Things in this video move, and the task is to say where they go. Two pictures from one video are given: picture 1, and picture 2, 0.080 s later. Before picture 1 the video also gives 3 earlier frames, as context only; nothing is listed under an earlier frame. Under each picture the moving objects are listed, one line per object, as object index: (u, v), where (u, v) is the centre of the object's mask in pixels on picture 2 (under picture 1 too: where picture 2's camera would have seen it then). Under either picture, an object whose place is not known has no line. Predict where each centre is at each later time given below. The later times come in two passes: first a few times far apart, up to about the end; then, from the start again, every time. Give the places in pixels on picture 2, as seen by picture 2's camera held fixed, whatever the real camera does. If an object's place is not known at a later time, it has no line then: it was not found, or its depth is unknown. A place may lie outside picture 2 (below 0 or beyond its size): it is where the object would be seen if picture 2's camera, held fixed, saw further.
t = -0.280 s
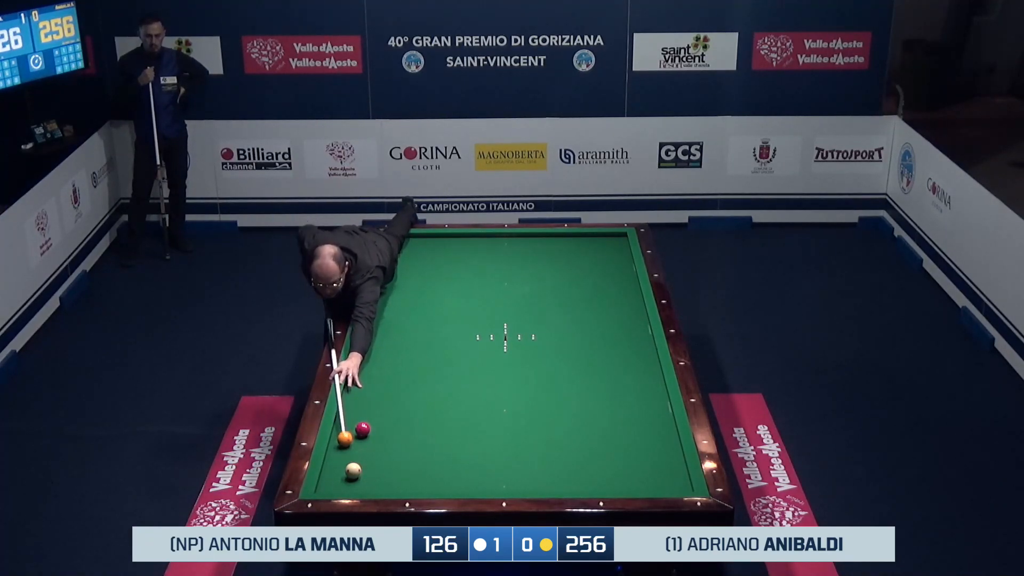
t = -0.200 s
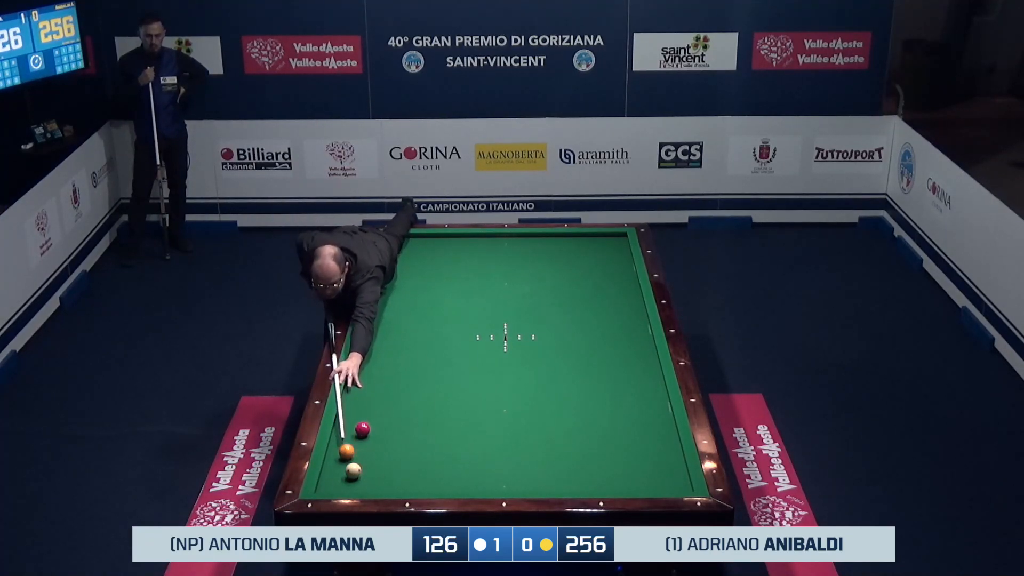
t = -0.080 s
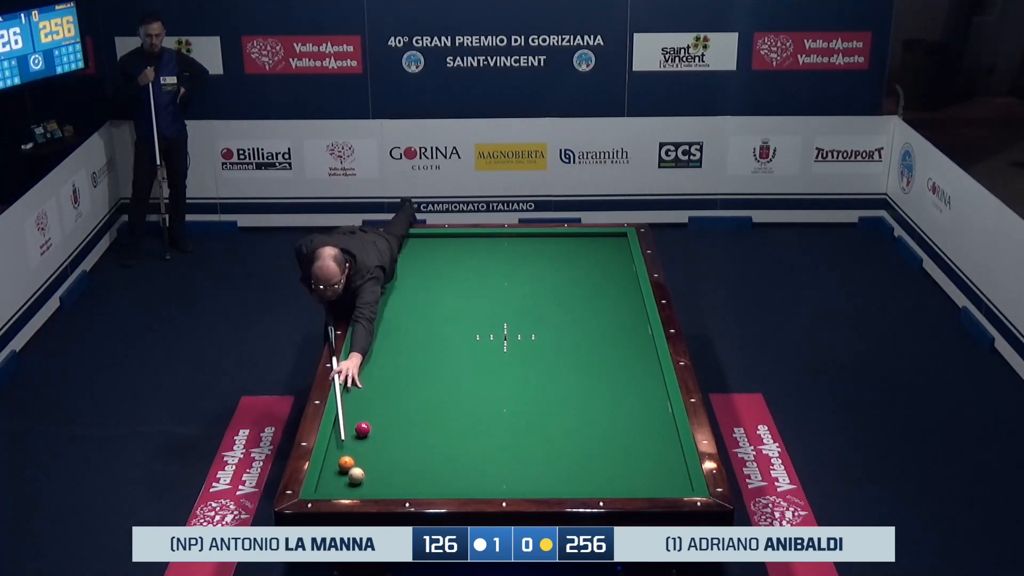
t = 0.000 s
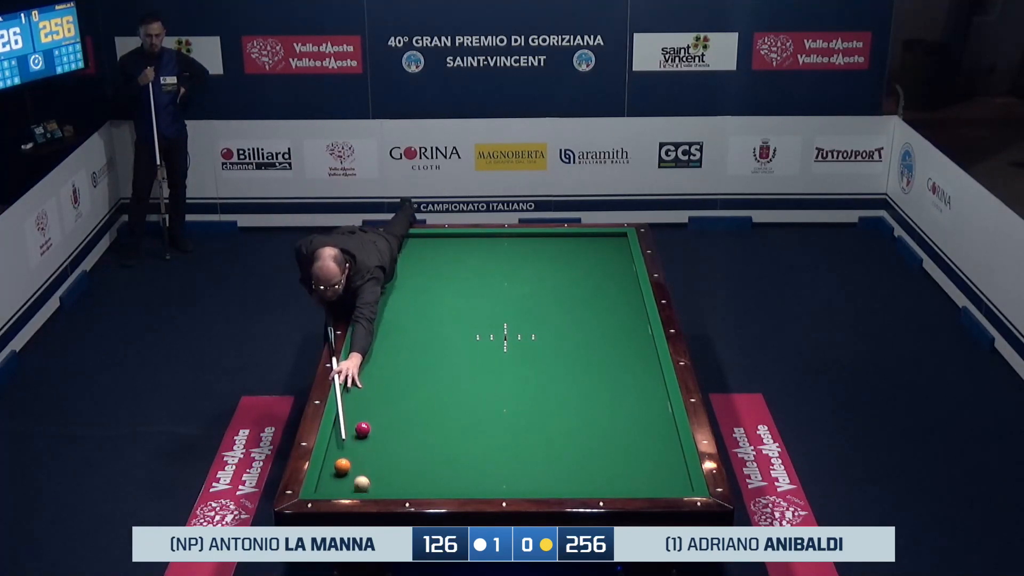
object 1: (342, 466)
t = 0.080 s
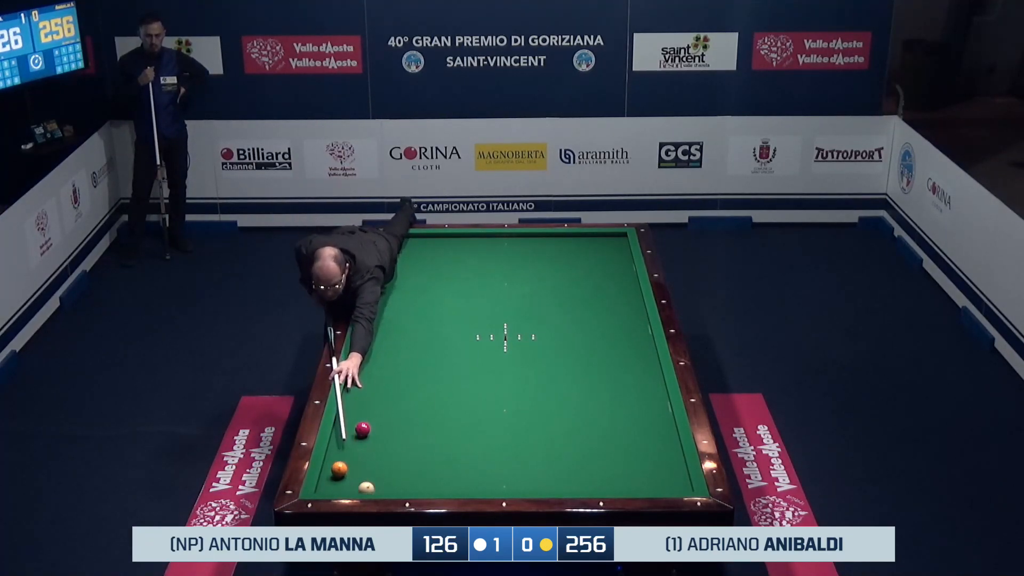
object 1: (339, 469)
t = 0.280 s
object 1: (331, 477)
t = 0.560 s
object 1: (326, 486)
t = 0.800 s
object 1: (328, 486)
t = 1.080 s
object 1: (332, 483)
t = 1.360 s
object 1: (336, 478)
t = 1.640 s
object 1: (339, 475)
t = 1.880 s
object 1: (342, 472)
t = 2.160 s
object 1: (344, 469)
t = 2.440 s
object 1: (346, 466)
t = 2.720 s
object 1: (348, 464)
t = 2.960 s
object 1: (349, 463)
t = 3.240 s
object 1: (350, 461)
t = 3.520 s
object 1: (350, 460)
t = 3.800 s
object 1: (350, 460)
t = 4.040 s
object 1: (350, 460)
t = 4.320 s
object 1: (350, 460)
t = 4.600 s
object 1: (350, 460)
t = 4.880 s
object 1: (350, 460)
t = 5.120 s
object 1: (350, 460)
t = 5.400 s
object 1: (350, 460)
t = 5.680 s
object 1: (350, 460)
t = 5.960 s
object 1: (350, 460)
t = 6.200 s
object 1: (350, 460)
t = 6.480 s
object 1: (350, 460)
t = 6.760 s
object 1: (350, 460)
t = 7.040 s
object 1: (350, 460)
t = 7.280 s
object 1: (350, 460)
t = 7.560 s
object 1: (350, 460)
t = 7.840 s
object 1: (350, 460)
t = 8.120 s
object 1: (350, 460)
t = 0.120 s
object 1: (337, 470)
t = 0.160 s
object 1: (336, 473)
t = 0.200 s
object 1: (334, 473)
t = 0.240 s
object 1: (332, 475)
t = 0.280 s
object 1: (331, 477)
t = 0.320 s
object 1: (329, 479)
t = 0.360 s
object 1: (328, 480)
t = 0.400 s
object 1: (326, 482)
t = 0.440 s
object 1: (325, 483)
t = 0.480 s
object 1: (325, 484)
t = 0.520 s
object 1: (325, 485)
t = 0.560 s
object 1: (326, 486)
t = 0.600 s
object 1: (326, 486)
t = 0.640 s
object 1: (327, 487)
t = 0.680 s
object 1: (327, 488)
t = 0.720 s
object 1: (328, 487)
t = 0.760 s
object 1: (328, 486)
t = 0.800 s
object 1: (328, 486)
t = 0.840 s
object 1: (329, 485)
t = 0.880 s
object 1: (330, 485)
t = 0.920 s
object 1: (330, 485)
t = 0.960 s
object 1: (331, 484)
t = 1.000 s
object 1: (331, 484)
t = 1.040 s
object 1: (332, 483)
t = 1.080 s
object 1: (332, 483)
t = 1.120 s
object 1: (333, 482)
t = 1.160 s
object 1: (334, 482)
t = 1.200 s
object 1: (334, 481)
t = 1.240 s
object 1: (335, 480)
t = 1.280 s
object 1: (335, 479)
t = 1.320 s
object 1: (336, 479)
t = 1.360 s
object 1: (336, 478)
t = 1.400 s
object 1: (337, 478)
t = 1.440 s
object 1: (337, 477)
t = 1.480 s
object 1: (338, 476)
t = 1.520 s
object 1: (338, 476)
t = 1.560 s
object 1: (338, 476)
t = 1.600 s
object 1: (339, 475)
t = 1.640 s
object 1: (339, 475)
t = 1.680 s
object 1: (340, 474)
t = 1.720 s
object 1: (340, 474)
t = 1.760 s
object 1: (341, 473)
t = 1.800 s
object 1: (341, 473)
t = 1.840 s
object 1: (341, 473)
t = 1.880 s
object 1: (342, 472)
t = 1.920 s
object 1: (342, 471)
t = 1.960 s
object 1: (342, 471)
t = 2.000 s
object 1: (343, 471)
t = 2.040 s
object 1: (343, 470)
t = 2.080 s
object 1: (343, 470)
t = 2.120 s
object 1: (344, 469)
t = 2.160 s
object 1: (344, 469)
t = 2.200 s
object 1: (344, 468)
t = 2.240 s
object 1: (345, 468)
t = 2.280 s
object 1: (345, 467)
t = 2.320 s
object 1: (345, 467)
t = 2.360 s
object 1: (346, 467)
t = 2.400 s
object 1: (346, 466)
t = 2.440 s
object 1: (346, 466)
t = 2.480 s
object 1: (346, 466)
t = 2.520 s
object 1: (347, 466)
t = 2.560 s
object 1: (347, 465)
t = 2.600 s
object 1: (347, 465)
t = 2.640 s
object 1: (347, 465)
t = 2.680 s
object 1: (348, 464)
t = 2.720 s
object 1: (348, 464)
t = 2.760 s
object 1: (348, 464)
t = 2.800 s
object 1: (348, 464)
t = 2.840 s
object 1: (348, 463)
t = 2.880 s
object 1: (349, 463)
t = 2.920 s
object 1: (349, 463)
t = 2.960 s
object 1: (349, 463)
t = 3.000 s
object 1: (349, 462)
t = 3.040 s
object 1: (349, 462)
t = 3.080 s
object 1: (349, 462)
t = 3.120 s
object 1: (349, 462)
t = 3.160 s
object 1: (349, 462)
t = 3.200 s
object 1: (349, 461)
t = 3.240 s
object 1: (350, 461)
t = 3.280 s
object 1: (350, 461)
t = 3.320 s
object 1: (350, 461)
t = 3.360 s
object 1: (350, 461)
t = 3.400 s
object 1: (350, 461)
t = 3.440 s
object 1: (350, 460)
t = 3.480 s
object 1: (350, 460)
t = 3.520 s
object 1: (350, 460)
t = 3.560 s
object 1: (350, 460)
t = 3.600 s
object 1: (350, 460)
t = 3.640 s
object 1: (350, 460)
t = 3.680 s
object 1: (350, 460)
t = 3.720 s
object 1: (350, 460)
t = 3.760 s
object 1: (350, 460)
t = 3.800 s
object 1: (350, 460)
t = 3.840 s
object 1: (350, 460)
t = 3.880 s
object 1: (350, 460)
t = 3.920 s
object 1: (350, 460)
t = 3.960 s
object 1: (350, 460)
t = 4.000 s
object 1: (350, 460)
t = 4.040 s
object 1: (350, 460)
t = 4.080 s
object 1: (350, 460)
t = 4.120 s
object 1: (350, 460)
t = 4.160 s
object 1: (350, 460)
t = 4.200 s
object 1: (350, 460)
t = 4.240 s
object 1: (350, 460)
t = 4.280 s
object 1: (350, 460)
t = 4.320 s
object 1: (350, 460)
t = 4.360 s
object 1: (350, 460)
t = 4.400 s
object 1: (350, 460)
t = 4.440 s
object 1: (350, 460)
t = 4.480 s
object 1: (350, 460)
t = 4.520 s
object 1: (350, 460)
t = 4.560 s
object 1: (350, 460)
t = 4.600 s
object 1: (350, 460)
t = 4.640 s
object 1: (350, 460)
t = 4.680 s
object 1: (350, 460)
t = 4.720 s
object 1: (350, 460)
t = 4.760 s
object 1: (350, 460)
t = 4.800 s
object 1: (350, 460)
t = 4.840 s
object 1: (350, 460)
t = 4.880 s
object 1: (350, 460)
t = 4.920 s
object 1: (350, 460)
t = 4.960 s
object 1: (350, 460)
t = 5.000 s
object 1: (350, 460)
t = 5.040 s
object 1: (350, 460)
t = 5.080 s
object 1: (350, 460)
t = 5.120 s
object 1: (350, 460)
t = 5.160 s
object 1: (350, 460)
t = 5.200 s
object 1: (350, 460)
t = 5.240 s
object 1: (350, 460)
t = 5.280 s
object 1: (350, 460)
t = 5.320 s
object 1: (350, 460)
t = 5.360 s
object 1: (350, 460)
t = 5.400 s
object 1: (350, 460)
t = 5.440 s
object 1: (350, 460)
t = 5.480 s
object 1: (350, 460)
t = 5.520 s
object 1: (350, 460)
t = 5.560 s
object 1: (350, 460)
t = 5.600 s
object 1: (350, 460)
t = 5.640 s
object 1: (350, 460)
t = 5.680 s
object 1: (350, 460)
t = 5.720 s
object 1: (350, 460)
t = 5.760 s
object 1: (350, 460)
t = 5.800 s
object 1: (350, 460)
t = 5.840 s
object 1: (350, 460)
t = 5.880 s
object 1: (350, 460)
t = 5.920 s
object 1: (350, 460)
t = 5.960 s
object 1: (350, 460)
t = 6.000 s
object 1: (350, 460)
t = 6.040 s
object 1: (350, 460)
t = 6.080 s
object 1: (350, 460)
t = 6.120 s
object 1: (350, 460)
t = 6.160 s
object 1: (350, 460)
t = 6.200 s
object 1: (350, 460)
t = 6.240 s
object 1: (350, 460)
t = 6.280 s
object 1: (350, 460)
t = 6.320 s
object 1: (350, 460)
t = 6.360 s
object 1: (350, 460)
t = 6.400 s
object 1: (350, 460)
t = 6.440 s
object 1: (350, 460)
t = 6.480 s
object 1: (350, 460)
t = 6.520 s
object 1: (350, 460)
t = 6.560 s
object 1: (350, 460)
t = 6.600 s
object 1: (350, 460)
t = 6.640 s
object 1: (350, 460)
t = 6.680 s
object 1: (350, 460)
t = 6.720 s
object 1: (350, 460)
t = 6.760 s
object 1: (350, 460)
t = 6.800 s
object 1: (350, 460)
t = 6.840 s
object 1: (350, 460)
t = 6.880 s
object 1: (350, 460)
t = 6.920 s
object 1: (350, 460)
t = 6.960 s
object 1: (350, 460)
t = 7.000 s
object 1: (350, 460)
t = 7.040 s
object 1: (350, 460)
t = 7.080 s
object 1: (350, 460)
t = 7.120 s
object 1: (350, 460)
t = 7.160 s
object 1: (350, 460)
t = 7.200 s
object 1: (350, 460)
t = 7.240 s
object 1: (350, 460)
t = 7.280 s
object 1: (350, 460)
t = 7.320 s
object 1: (350, 460)
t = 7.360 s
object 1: (350, 460)
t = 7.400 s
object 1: (350, 460)
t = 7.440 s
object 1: (350, 460)
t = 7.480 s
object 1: (350, 460)
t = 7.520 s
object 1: (350, 460)
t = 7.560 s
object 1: (350, 460)
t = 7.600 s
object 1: (350, 460)
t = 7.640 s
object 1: (350, 460)
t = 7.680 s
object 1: (350, 460)
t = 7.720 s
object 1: (350, 460)
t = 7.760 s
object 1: (350, 460)
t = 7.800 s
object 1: (350, 460)
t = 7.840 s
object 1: (350, 460)
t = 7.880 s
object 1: (350, 460)
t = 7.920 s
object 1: (350, 460)
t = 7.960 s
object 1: (350, 460)
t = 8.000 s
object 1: (350, 460)
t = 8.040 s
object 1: (350, 460)
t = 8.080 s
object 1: (350, 460)
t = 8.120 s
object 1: (350, 460)
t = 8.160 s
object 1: (350, 460)
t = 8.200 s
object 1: (350, 460)
